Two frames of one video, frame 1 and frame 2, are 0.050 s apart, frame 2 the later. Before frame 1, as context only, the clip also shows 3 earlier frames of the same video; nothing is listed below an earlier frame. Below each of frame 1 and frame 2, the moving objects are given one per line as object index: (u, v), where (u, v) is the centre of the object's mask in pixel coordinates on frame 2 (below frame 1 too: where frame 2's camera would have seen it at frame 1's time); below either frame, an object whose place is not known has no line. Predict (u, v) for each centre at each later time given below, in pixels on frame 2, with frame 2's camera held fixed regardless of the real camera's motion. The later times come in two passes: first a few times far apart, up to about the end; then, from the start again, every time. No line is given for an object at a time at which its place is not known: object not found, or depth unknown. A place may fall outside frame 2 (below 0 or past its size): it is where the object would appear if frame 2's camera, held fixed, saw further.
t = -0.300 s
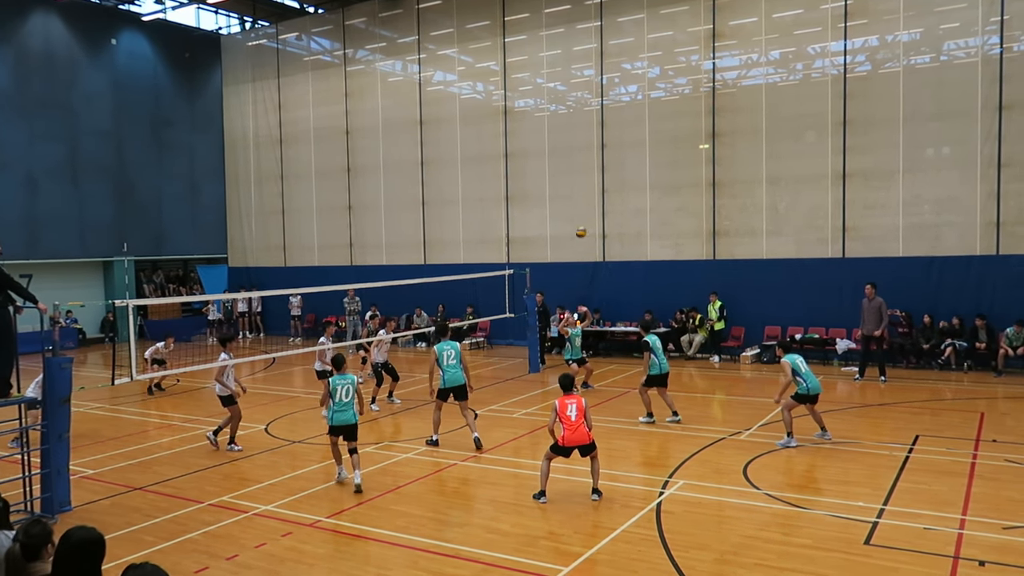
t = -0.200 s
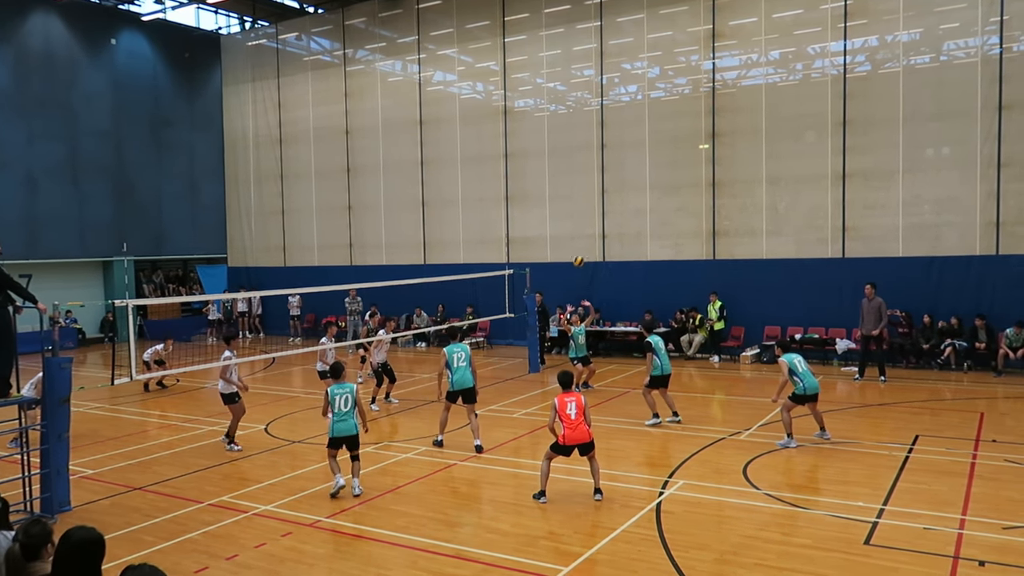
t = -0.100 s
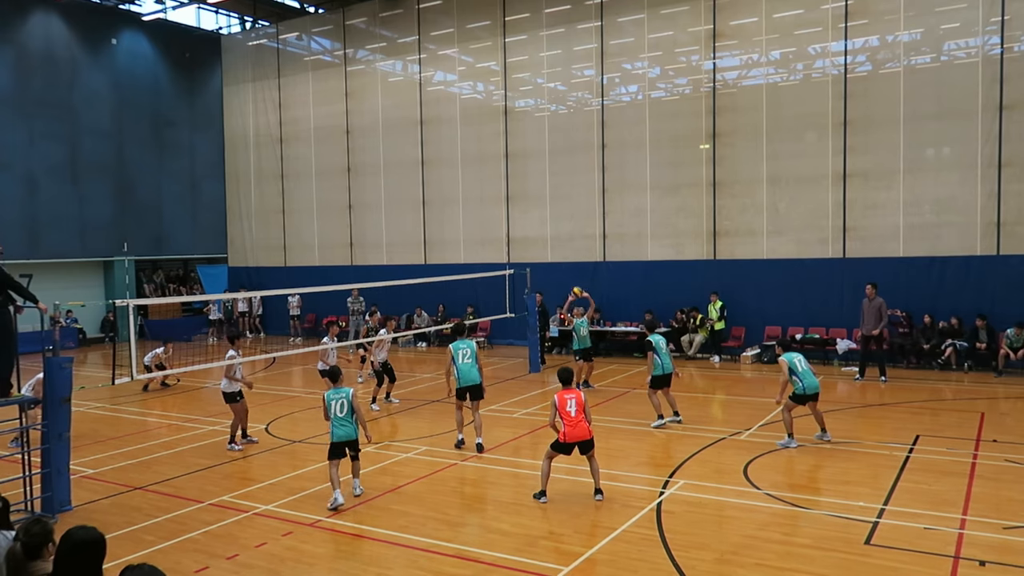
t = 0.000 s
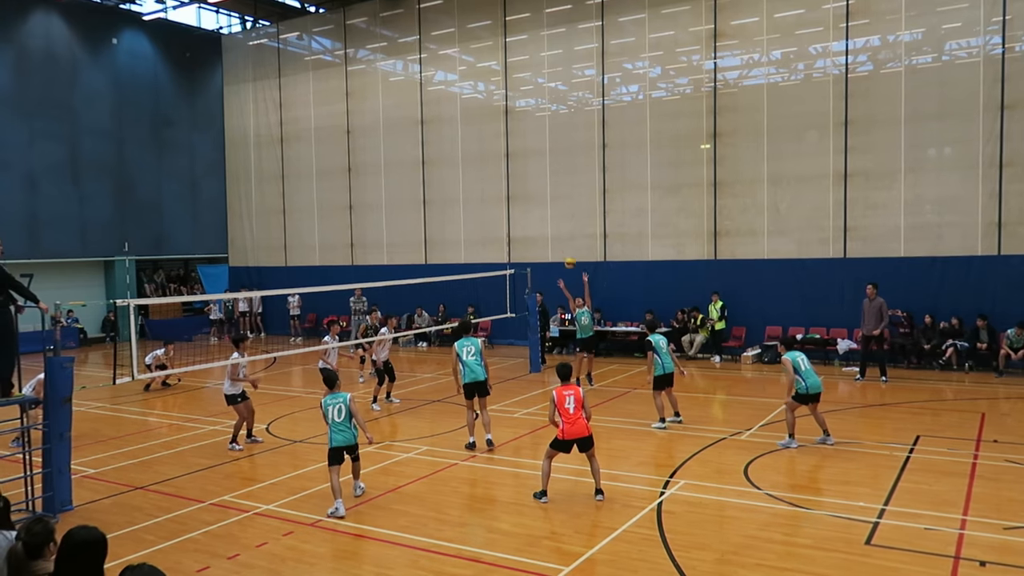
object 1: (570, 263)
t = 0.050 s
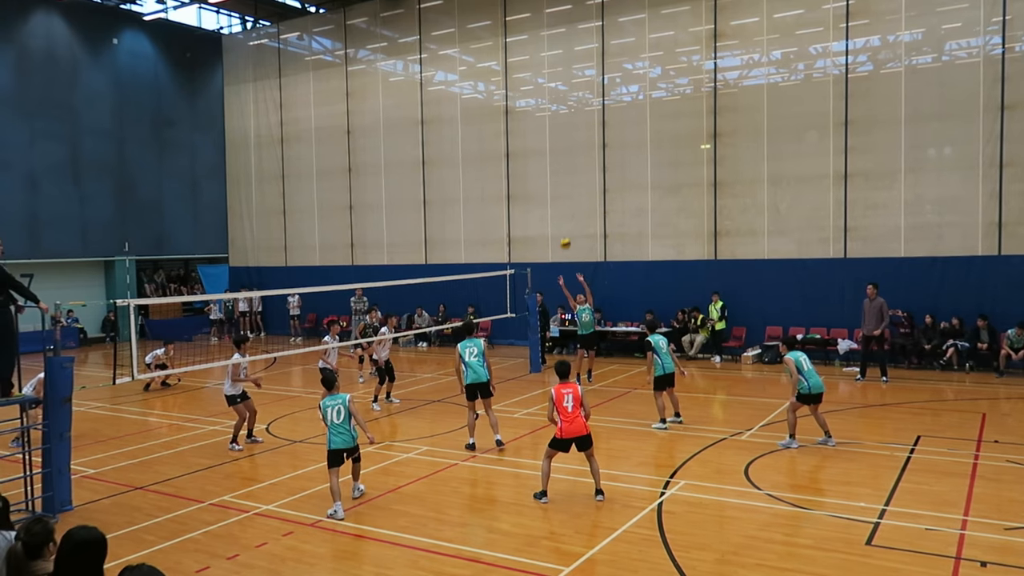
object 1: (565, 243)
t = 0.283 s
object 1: (542, 171)
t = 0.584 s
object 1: (510, 119)
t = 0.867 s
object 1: (481, 114)
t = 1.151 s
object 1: (452, 157)
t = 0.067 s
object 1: (563, 237)
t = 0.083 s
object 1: (562, 231)
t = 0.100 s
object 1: (560, 225)
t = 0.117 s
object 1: (558, 220)
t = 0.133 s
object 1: (556, 214)
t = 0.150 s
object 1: (555, 209)
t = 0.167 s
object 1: (554, 204)
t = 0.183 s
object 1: (552, 199)
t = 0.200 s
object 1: (550, 194)
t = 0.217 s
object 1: (548, 189)
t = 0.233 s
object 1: (547, 185)
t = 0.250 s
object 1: (545, 180)
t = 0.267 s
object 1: (543, 175)
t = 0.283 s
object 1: (542, 171)
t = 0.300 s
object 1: (540, 167)
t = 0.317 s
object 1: (538, 163)
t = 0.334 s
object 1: (536, 159)
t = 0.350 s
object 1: (534, 155)
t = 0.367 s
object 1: (533, 152)
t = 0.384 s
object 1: (531, 148)
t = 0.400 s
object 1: (529, 145)
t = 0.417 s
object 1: (528, 142)
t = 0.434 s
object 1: (526, 139)
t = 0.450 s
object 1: (524, 137)
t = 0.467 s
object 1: (522, 134)
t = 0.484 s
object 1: (521, 132)
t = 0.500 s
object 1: (519, 129)
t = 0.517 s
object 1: (517, 127)
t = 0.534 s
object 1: (515, 124)
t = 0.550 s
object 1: (514, 122)
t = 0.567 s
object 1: (512, 121)
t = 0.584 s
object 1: (510, 119)
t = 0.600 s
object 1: (508, 117)
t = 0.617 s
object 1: (507, 116)
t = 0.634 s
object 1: (505, 115)
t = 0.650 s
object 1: (503, 114)
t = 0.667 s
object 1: (502, 113)
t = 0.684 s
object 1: (500, 112)
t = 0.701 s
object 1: (498, 111)
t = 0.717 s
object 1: (496, 111)
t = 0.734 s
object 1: (495, 110)
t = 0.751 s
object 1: (493, 110)
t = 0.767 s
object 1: (491, 110)
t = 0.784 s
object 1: (490, 110)
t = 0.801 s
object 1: (488, 111)
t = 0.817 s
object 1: (486, 111)
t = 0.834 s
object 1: (484, 112)
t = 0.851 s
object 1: (482, 113)
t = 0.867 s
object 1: (481, 114)
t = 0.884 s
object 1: (479, 115)
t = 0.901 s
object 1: (477, 117)
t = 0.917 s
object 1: (475, 118)
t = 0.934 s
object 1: (474, 120)
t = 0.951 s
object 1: (472, 121)
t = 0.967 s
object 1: (471, 123)
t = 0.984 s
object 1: (469, 126)
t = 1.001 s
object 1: (467, 128)
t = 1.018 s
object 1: (465, 131)
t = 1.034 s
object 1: (464, 133)
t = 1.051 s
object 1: (462, 136)
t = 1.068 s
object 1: (460, 139)
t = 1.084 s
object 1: (458, 142)
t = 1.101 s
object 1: (457, 146)
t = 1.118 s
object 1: (455, 149)
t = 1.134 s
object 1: (453, 153)
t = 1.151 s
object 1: (452, 157)
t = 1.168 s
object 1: (450, 161)
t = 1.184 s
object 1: (448, 166)
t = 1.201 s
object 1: (447, 170)
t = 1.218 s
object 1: (445, 175)
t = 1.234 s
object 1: (444, 180)
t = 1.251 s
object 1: (442, 185)
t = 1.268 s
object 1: (440, 190)
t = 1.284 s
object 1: (439, 195)
